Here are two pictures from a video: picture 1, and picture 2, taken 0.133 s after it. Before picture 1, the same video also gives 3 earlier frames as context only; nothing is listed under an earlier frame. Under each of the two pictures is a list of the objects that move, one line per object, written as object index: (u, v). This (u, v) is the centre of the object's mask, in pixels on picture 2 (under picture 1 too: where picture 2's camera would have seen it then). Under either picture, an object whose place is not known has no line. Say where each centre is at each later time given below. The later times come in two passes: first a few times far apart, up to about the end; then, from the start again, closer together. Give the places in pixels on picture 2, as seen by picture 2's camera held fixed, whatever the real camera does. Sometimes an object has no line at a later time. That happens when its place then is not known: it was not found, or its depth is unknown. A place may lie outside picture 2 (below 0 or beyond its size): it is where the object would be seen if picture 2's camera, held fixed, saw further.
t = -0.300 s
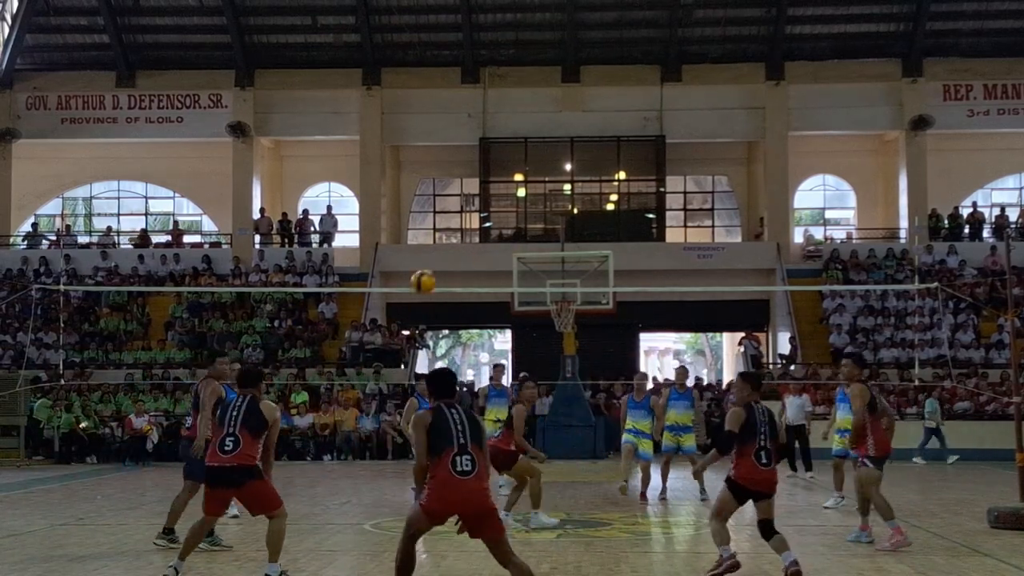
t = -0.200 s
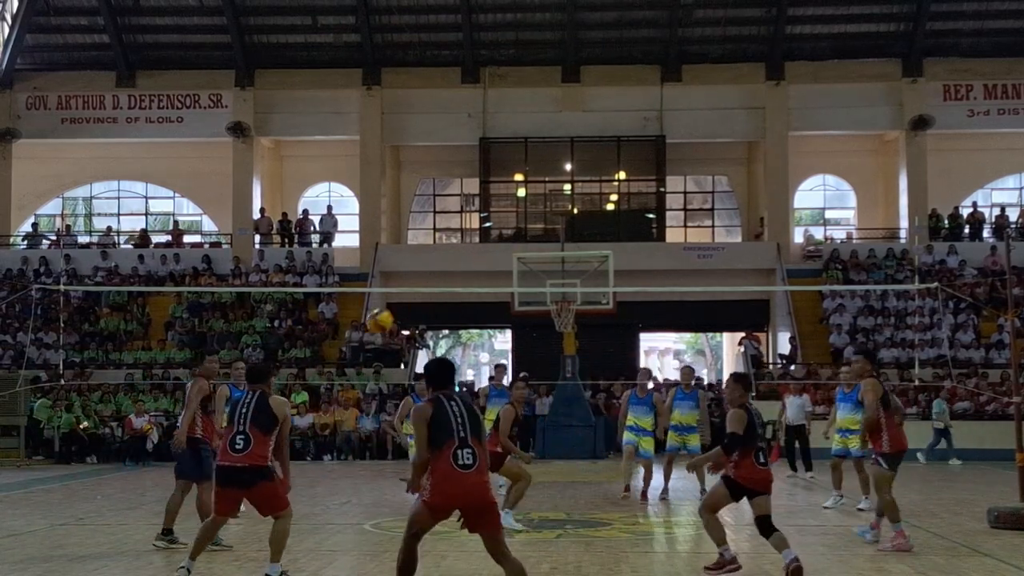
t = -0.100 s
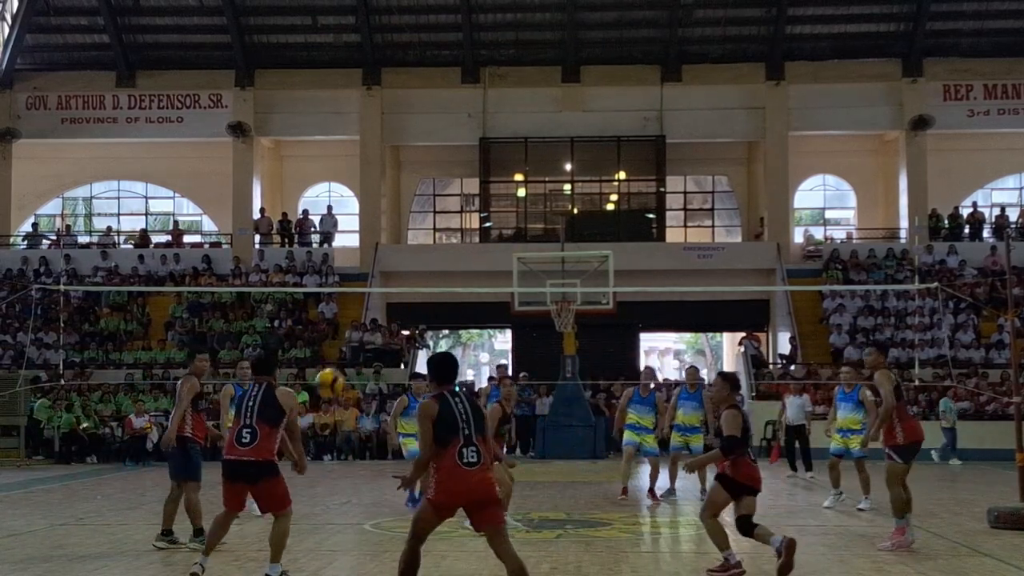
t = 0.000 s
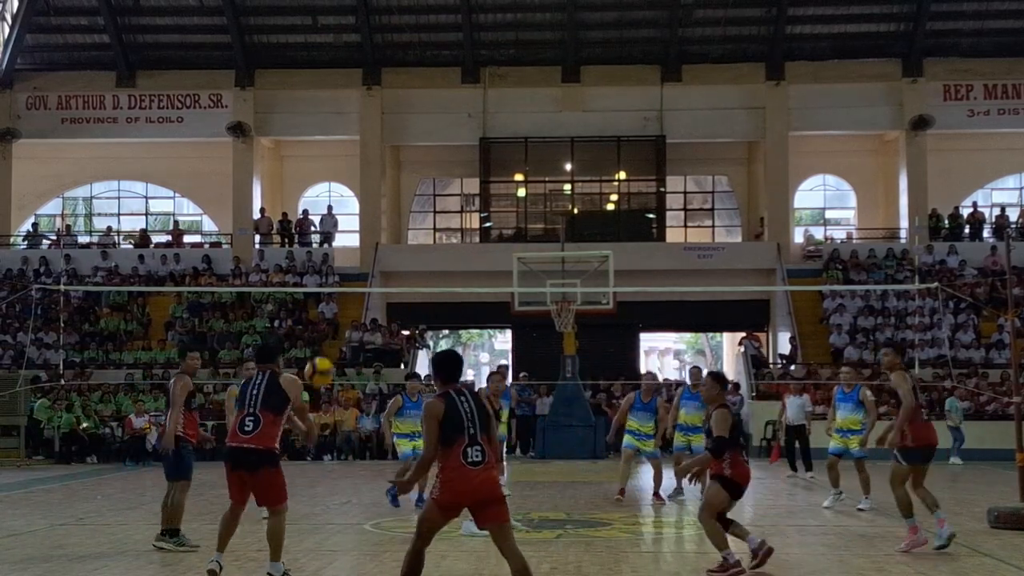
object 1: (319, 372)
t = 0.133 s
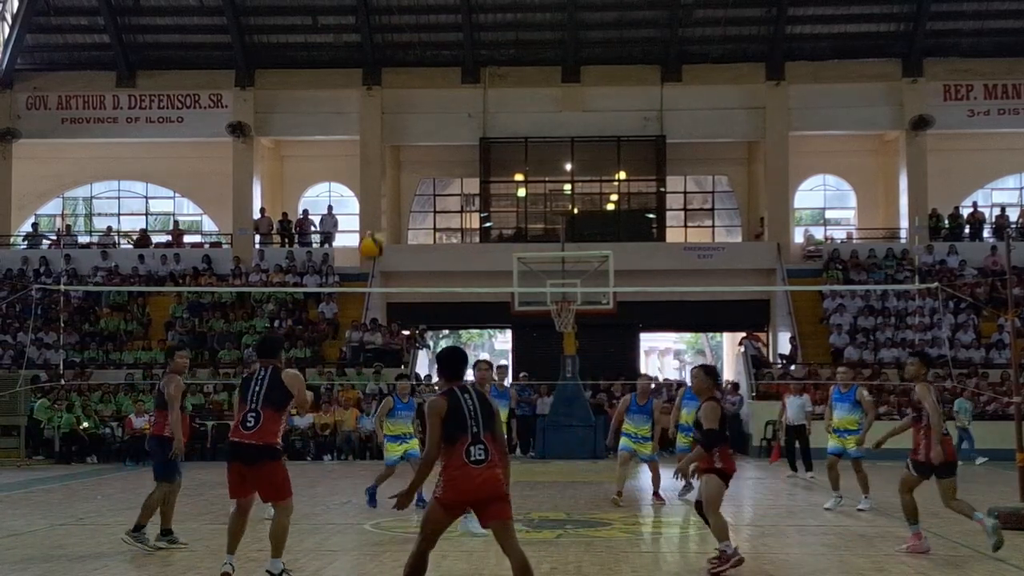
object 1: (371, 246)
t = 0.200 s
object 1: (395, 194)
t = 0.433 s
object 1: (474, 65)
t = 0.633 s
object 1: (536, 12)
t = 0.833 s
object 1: (593, 7)
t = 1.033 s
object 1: (649, 40)
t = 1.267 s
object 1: (709, 132)
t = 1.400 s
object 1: (741, 209)
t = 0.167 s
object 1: (384, 218)
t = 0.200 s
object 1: (395, 194)
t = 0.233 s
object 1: (407, 170)
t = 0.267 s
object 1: (419, 147)
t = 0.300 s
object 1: (430, 128)
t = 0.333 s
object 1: (442, 110)
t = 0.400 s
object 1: (464, 78)
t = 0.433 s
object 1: (474, 65)
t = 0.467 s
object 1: (485, 52)
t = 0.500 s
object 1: (495, 41)
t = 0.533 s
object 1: (506, 31)
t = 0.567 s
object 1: (516, 23)
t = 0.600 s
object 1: (526, 16)
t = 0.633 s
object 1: (536, 12)
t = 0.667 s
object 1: (546, 9)
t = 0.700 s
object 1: (555, 7)
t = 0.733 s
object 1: (565, 7)
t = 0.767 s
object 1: (575, 6)
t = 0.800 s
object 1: (584, 7)
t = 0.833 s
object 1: (593, 7)
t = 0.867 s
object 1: (603, 9)
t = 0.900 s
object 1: (612, 12)
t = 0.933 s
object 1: (621, 17)
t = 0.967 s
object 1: (631, 24)
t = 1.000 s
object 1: (640, 31)
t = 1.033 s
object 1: (649, 40)
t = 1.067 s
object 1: (657, 51)
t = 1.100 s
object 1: (666, 62)
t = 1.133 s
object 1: (674, 73)
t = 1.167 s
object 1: (683, 87)
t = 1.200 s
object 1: (692, 101)
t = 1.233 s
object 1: (700, 117)
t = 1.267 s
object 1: (709, 132)
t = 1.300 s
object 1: (716, 150)
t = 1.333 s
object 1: (725, 169)
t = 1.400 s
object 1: (741, 209)
